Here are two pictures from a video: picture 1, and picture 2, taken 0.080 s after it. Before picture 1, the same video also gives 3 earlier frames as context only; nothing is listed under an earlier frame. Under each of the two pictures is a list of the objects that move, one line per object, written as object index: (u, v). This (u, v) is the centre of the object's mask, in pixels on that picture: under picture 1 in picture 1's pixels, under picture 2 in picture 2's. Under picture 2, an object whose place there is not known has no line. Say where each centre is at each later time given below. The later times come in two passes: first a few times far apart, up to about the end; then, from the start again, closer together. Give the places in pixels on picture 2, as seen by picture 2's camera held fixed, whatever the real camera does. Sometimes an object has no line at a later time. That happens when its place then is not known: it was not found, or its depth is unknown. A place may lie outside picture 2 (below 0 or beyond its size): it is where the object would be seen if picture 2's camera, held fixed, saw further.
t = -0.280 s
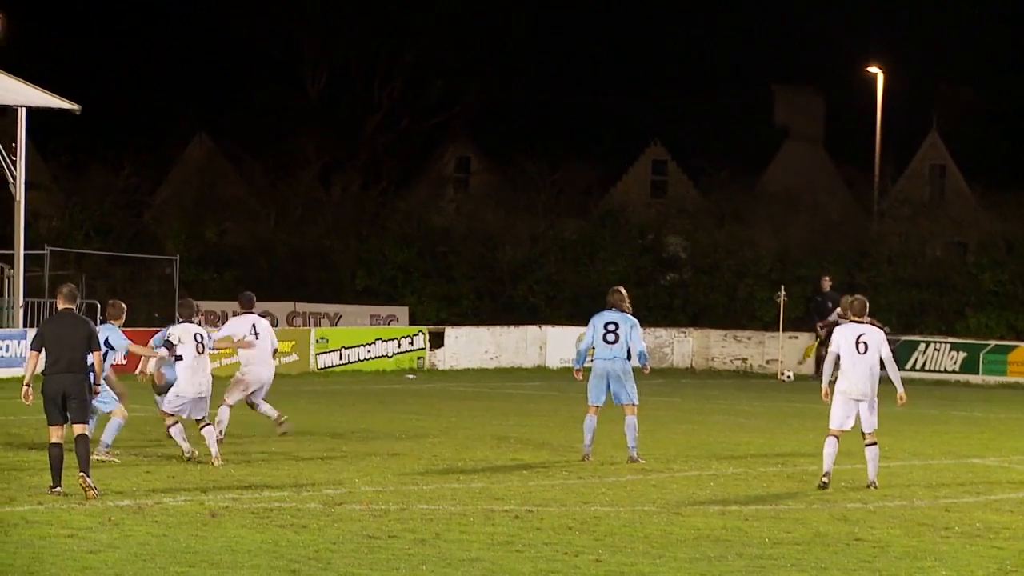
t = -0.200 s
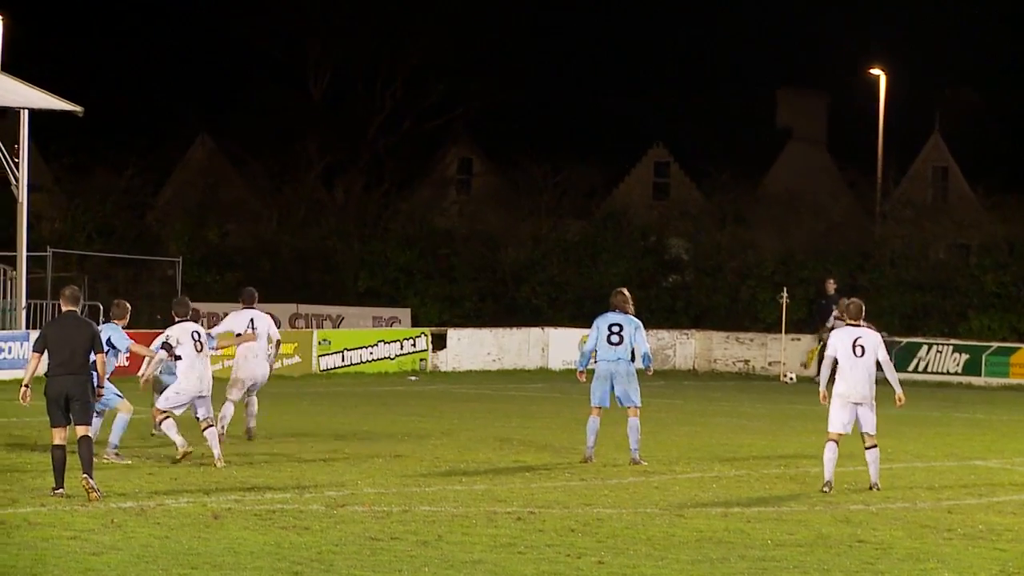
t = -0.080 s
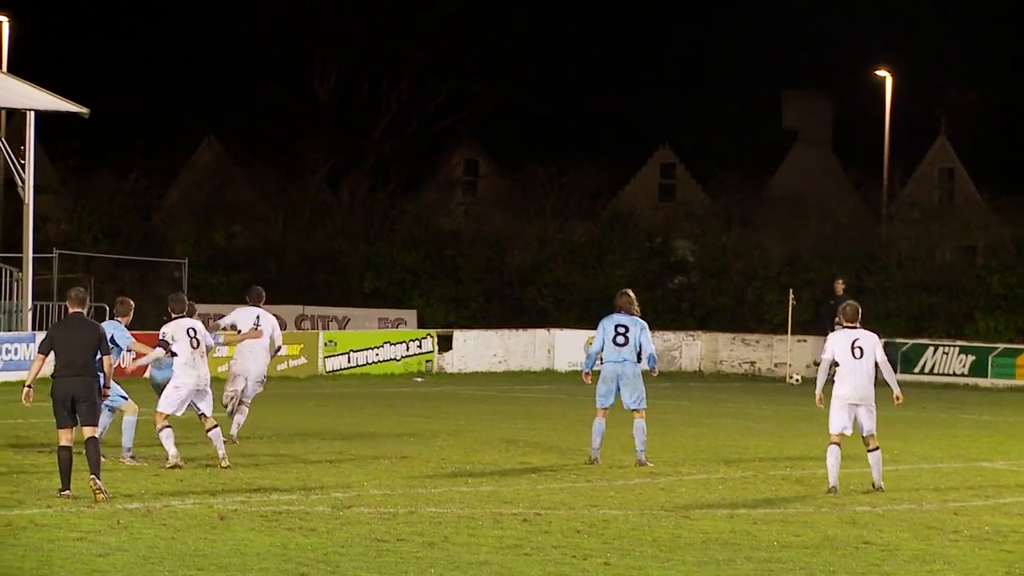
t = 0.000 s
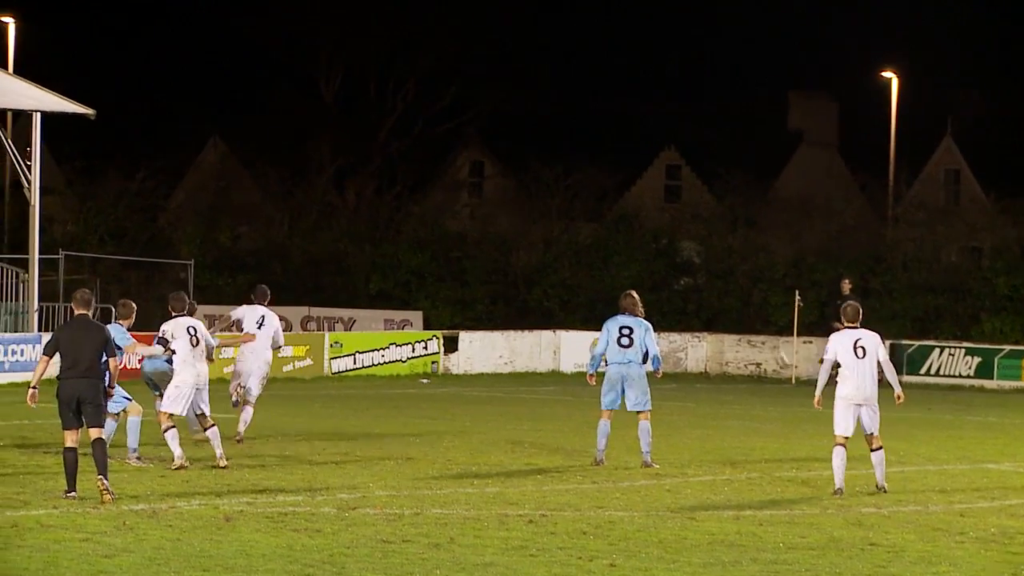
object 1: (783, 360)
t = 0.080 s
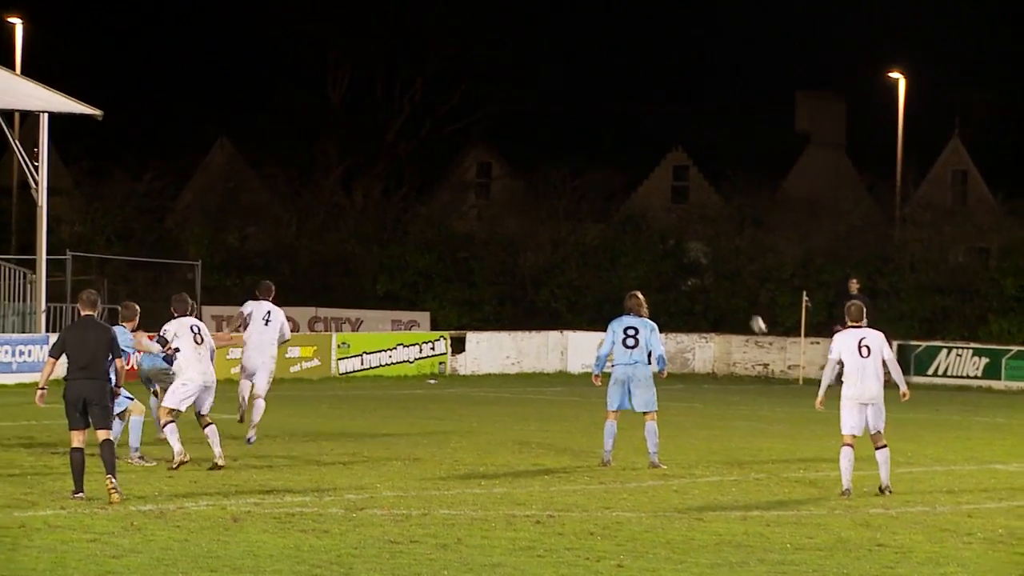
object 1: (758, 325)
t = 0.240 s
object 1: (697, 257)
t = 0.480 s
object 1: (605, 163)
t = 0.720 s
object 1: (513, 87)
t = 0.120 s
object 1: (742, 308)
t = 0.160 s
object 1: (727, 291)
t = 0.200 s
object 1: (712, 274)
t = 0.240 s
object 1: (697, 257)
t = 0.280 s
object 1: (682, 240)
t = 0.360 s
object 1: (652, 208)
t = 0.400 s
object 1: (637, 192)
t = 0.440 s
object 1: (621, 177)
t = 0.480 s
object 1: (605, 163)
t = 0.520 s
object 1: (590, 149)
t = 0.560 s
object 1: (574, 135)
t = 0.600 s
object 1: (559, 122)
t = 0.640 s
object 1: (544, 109)
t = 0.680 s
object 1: (529, 98)
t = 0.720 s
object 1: (513, 87)
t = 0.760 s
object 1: (499, 76)
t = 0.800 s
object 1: (484, 67)
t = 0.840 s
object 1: (469, 57)
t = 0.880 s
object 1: (455, 49)
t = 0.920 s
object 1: (440, 42)
